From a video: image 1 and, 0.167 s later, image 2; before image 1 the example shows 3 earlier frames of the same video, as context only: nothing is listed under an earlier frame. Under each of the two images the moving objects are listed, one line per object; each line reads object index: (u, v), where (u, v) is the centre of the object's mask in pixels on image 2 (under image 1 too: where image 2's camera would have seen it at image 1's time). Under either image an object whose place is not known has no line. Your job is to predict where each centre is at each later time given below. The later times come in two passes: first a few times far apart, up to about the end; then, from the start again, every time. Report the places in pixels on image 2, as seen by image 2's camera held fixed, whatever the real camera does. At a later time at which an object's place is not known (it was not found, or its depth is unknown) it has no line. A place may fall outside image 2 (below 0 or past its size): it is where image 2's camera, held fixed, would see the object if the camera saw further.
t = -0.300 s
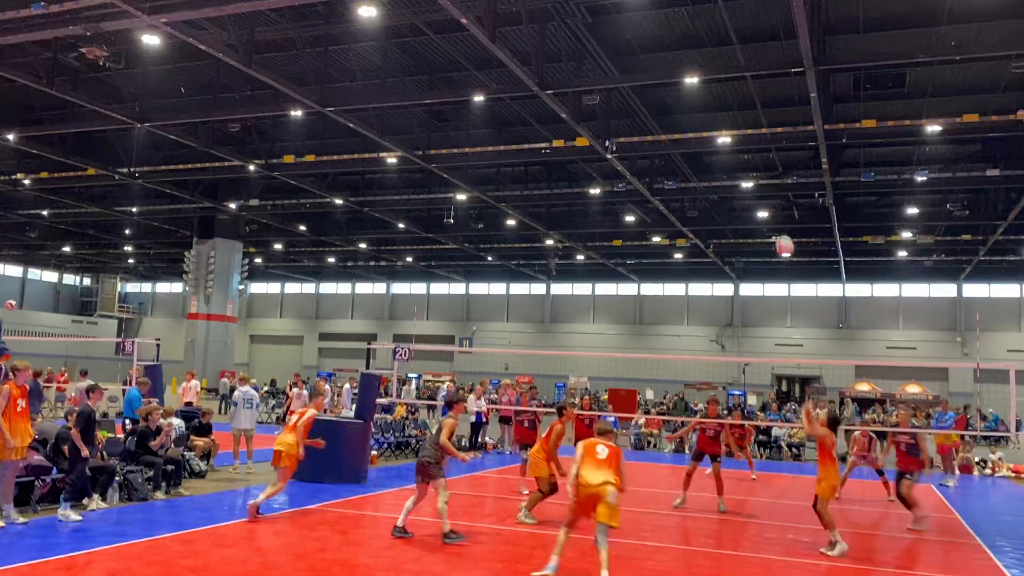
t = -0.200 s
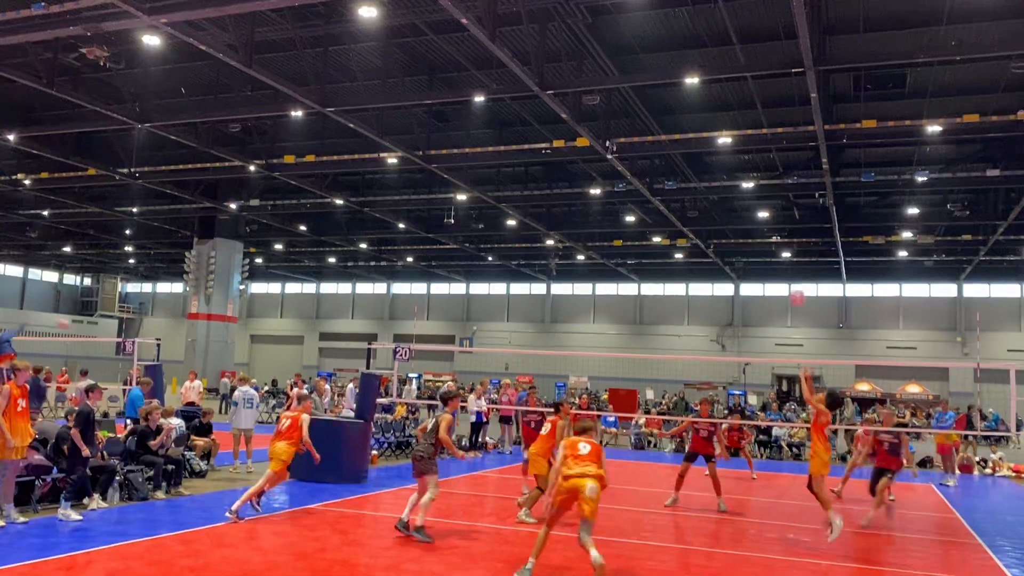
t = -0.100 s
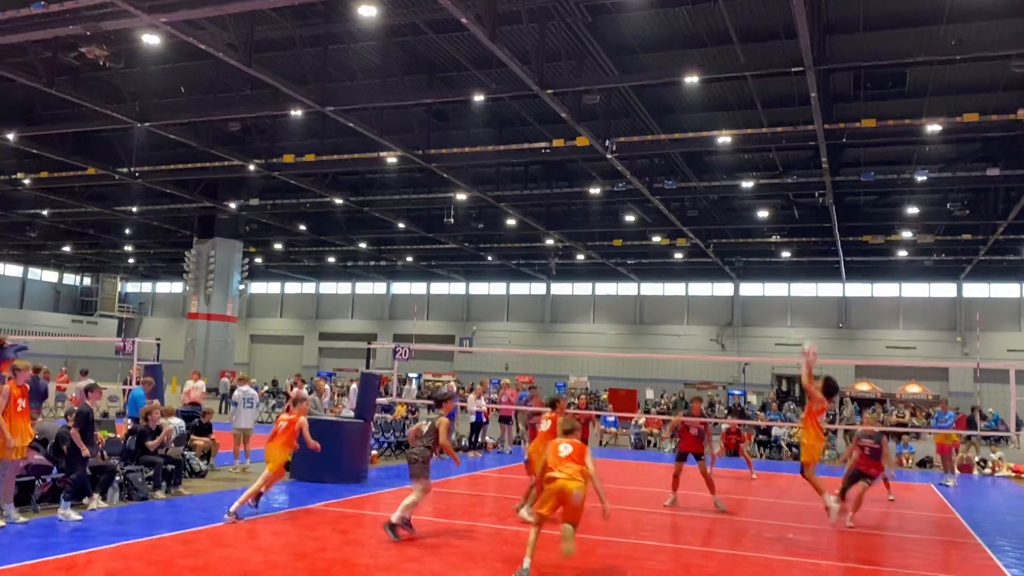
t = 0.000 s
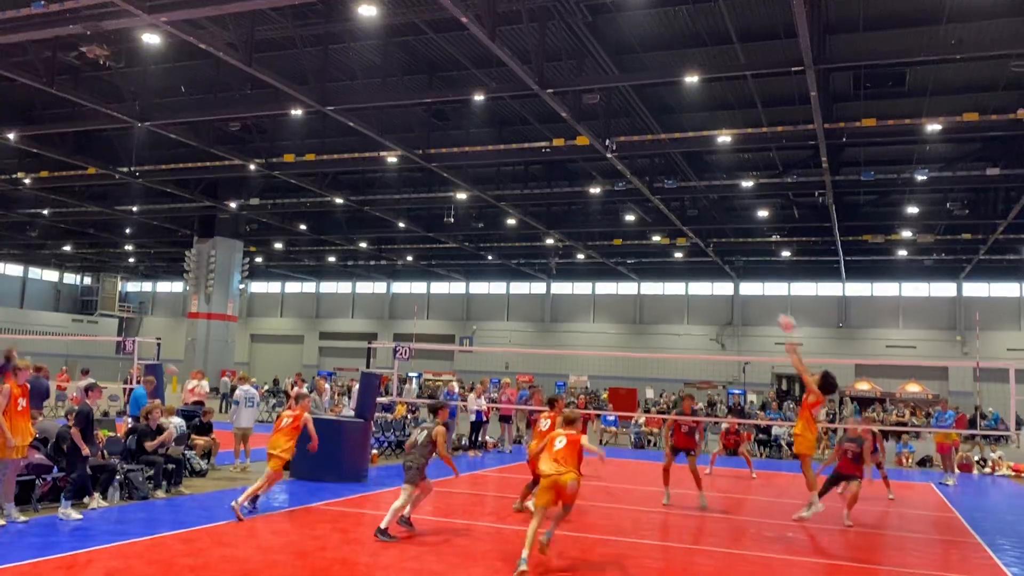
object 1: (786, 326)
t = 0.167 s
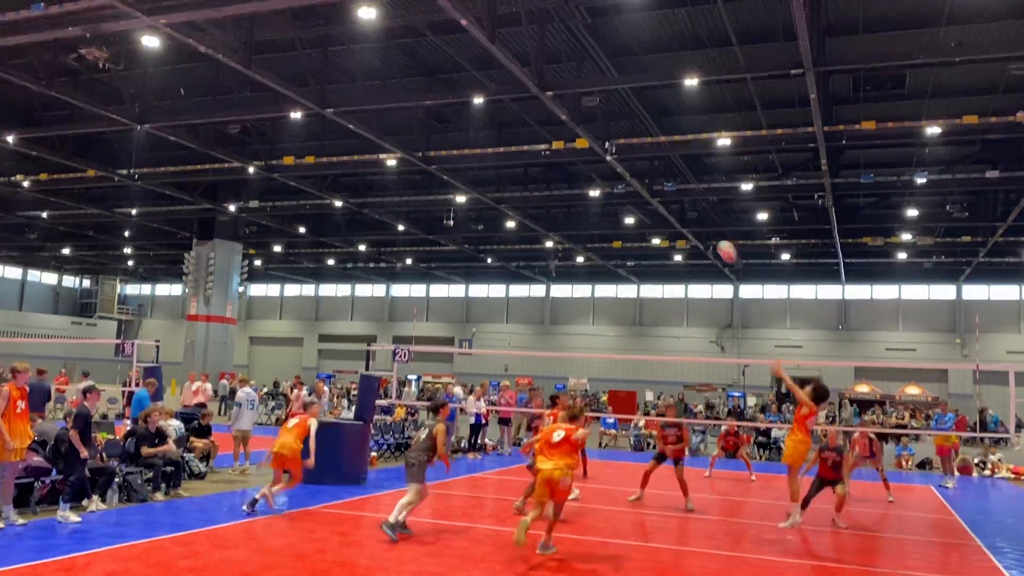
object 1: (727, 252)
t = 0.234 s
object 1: (704, 229)
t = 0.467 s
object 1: (633, 181)
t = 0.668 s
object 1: (578, 172)
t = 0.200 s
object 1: (715, 239)
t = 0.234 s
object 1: (704, 229)
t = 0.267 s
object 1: (693, 220)
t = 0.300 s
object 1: (683, 211)
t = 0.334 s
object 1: (672, 203)
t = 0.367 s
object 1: (662, 196)
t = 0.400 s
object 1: (652, 191)
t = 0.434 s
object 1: (643, 186)
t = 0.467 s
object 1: (633, 181)
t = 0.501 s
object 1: (624, 178)
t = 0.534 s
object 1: (614, 175)
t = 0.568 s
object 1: (605, 173)
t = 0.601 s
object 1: (596, 172)
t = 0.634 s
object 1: (587, 172)
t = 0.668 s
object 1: (578, 172)
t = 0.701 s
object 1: (570, 173)
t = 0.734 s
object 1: (561, 175)
